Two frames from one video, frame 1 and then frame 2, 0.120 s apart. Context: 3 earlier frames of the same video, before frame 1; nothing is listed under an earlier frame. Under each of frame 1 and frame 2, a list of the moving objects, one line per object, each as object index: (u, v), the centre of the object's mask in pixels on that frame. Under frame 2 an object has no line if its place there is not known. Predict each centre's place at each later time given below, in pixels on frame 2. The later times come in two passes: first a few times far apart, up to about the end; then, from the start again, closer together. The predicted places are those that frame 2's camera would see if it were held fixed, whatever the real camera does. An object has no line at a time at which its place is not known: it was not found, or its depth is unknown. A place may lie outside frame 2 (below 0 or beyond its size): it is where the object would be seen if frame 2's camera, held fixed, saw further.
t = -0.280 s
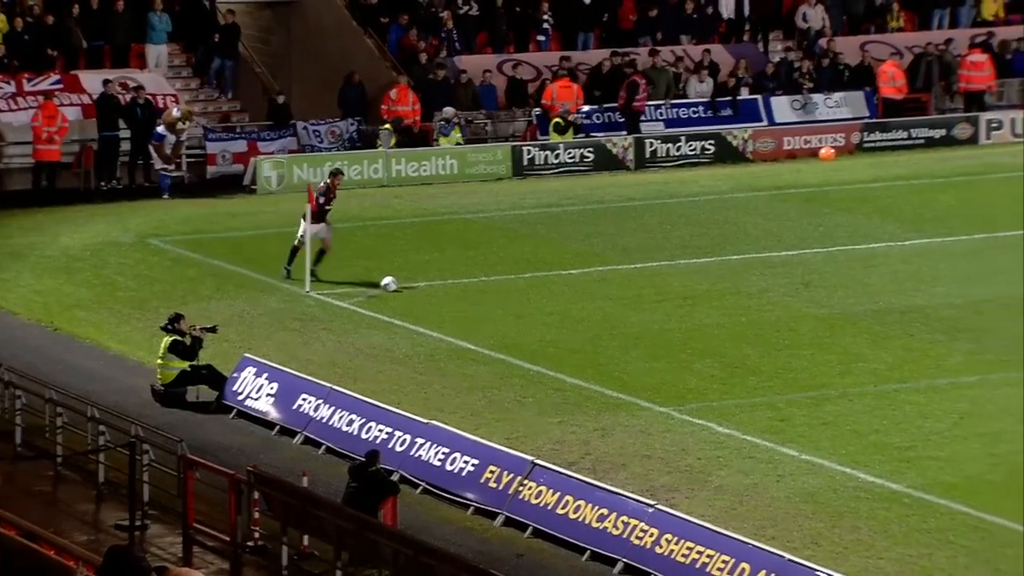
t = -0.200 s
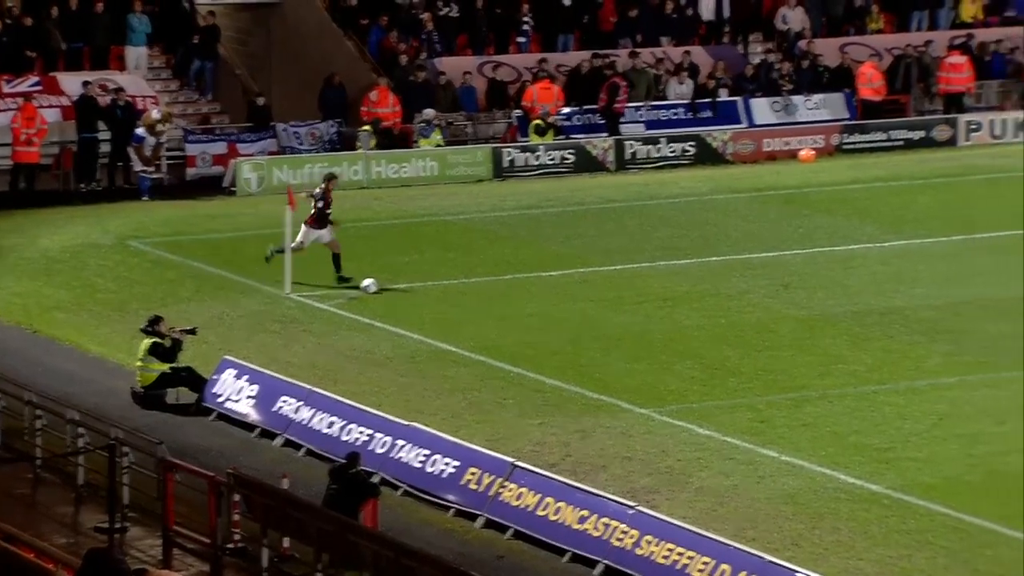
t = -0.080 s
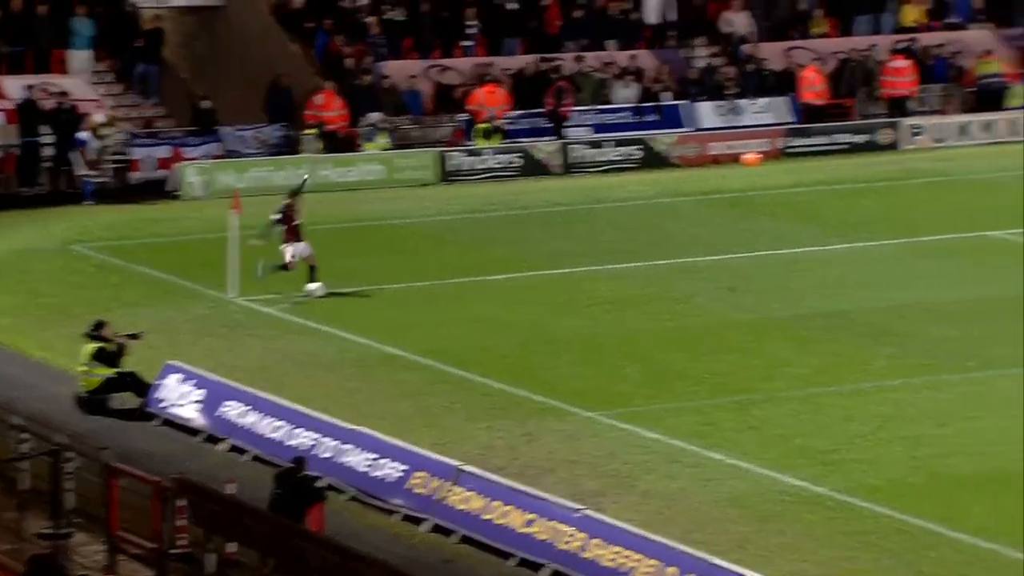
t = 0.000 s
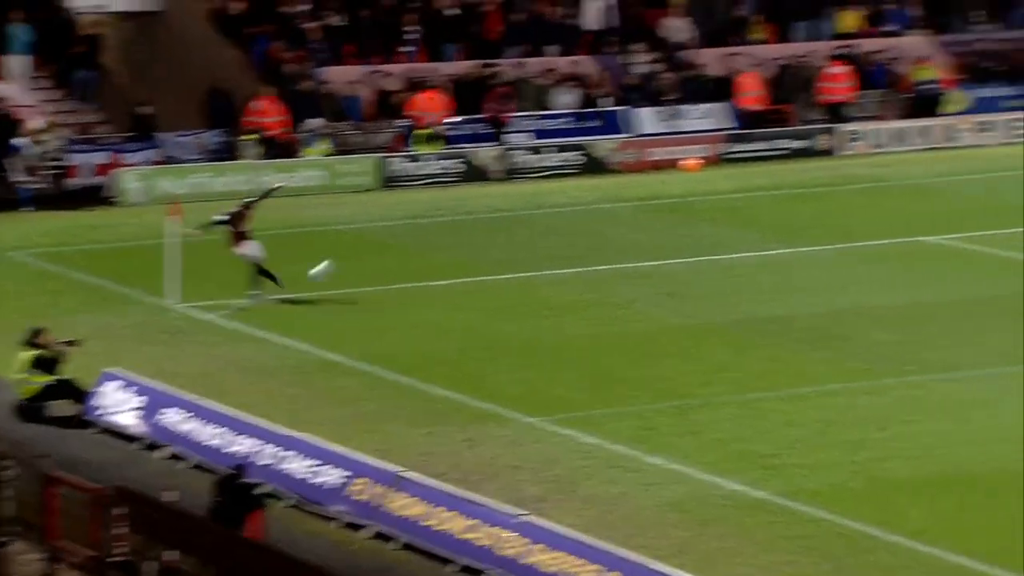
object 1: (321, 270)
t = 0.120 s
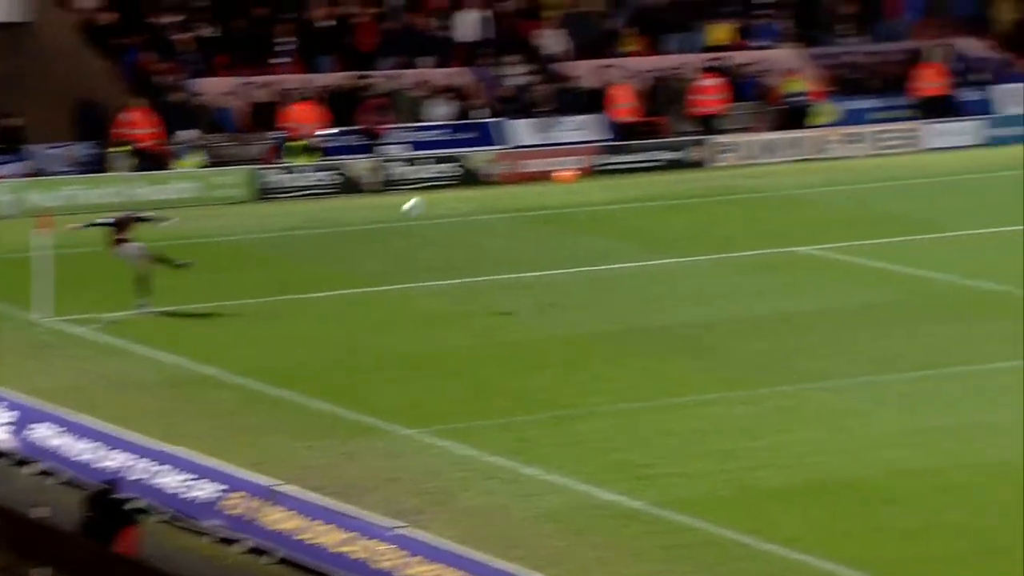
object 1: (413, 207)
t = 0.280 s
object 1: (677, 127)
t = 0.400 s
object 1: (863, 79)
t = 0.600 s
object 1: (1155, 26)
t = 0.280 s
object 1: (677, 127)
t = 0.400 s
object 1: (863, 79)
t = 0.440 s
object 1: (922, 66)
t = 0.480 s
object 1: (982, 54)
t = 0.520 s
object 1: (1040, 43)
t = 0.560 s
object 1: (1098, 34)
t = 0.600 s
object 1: (1155, 26)
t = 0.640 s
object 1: (1212, 19)
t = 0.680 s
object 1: (1268, 14)
